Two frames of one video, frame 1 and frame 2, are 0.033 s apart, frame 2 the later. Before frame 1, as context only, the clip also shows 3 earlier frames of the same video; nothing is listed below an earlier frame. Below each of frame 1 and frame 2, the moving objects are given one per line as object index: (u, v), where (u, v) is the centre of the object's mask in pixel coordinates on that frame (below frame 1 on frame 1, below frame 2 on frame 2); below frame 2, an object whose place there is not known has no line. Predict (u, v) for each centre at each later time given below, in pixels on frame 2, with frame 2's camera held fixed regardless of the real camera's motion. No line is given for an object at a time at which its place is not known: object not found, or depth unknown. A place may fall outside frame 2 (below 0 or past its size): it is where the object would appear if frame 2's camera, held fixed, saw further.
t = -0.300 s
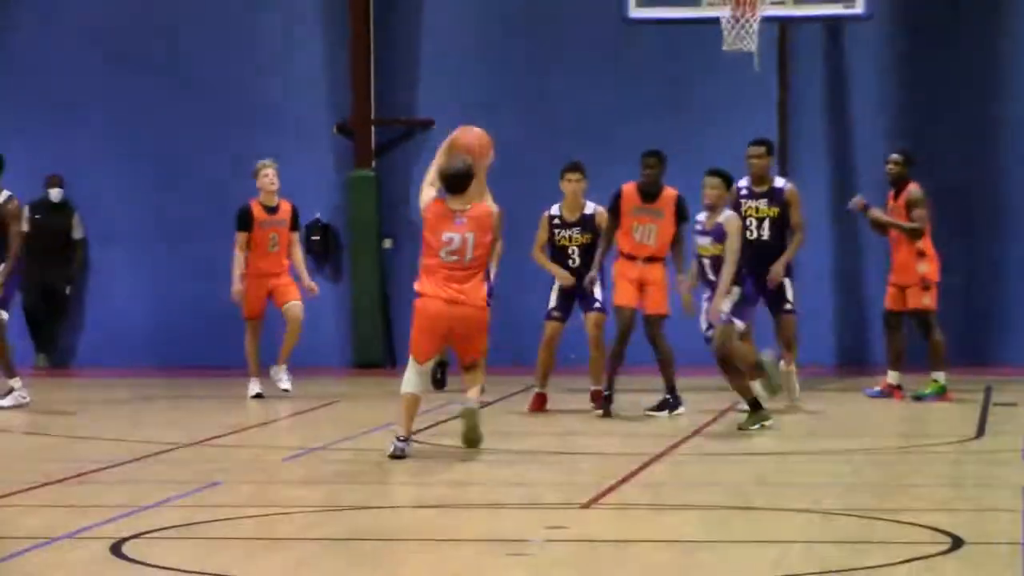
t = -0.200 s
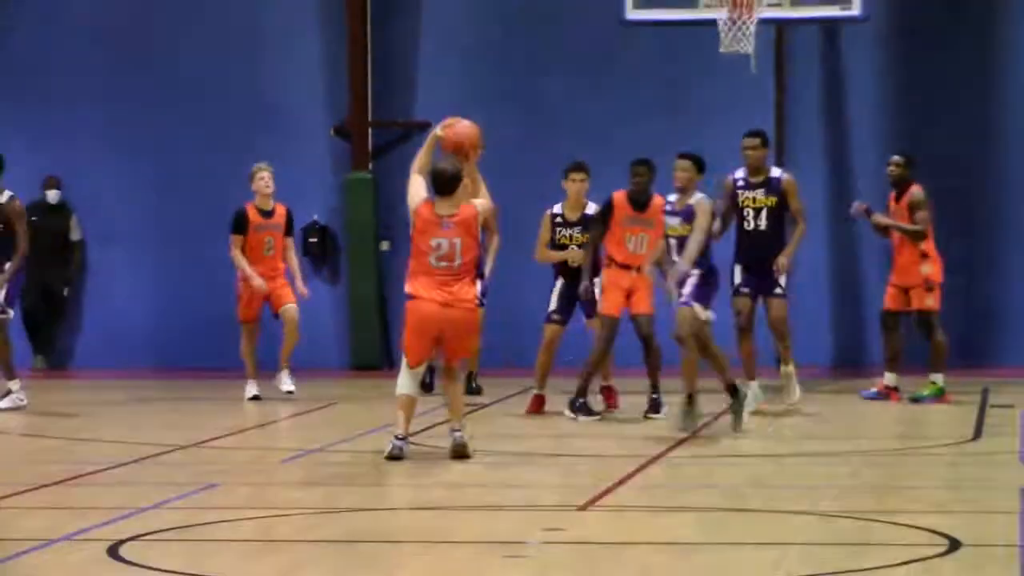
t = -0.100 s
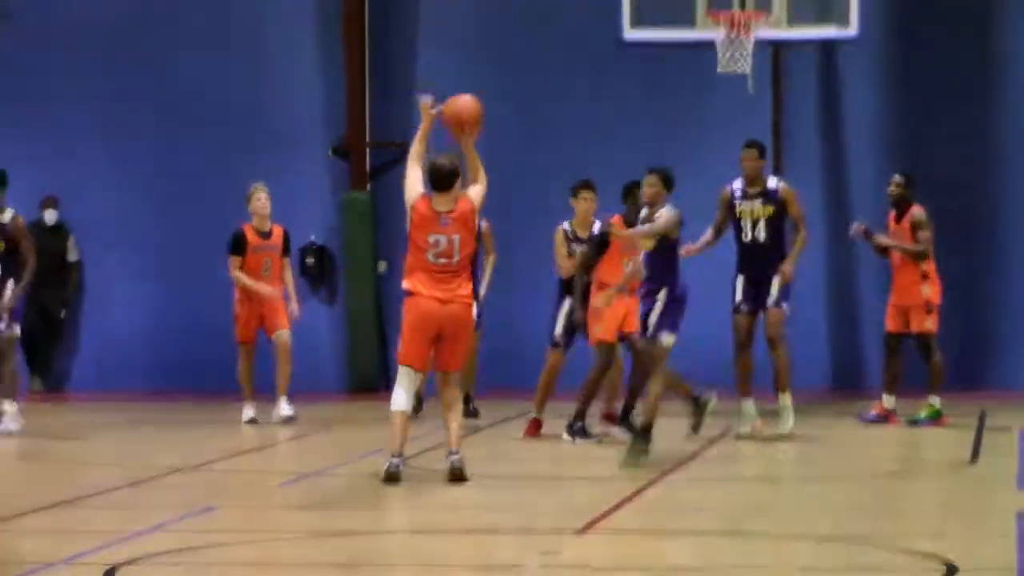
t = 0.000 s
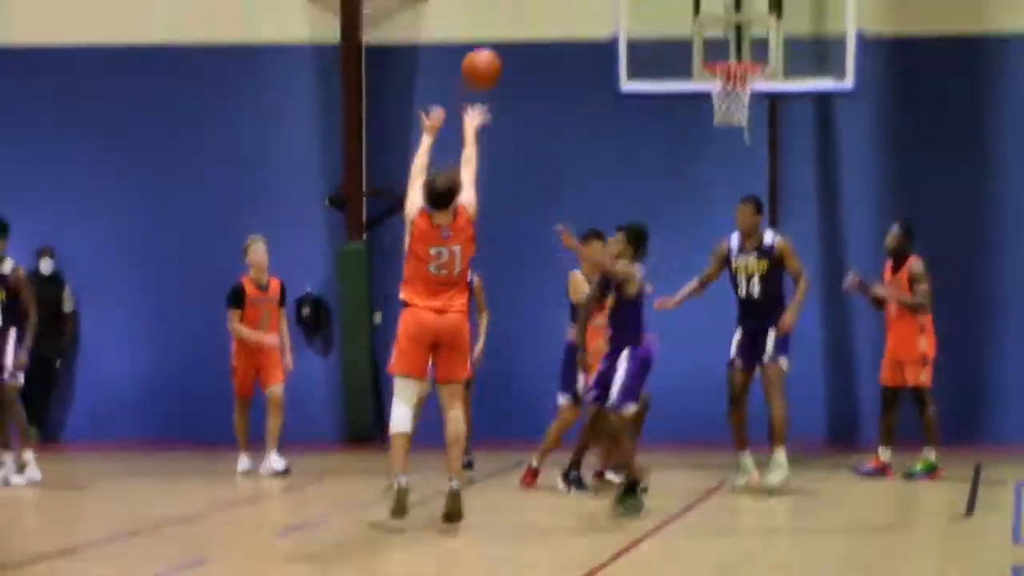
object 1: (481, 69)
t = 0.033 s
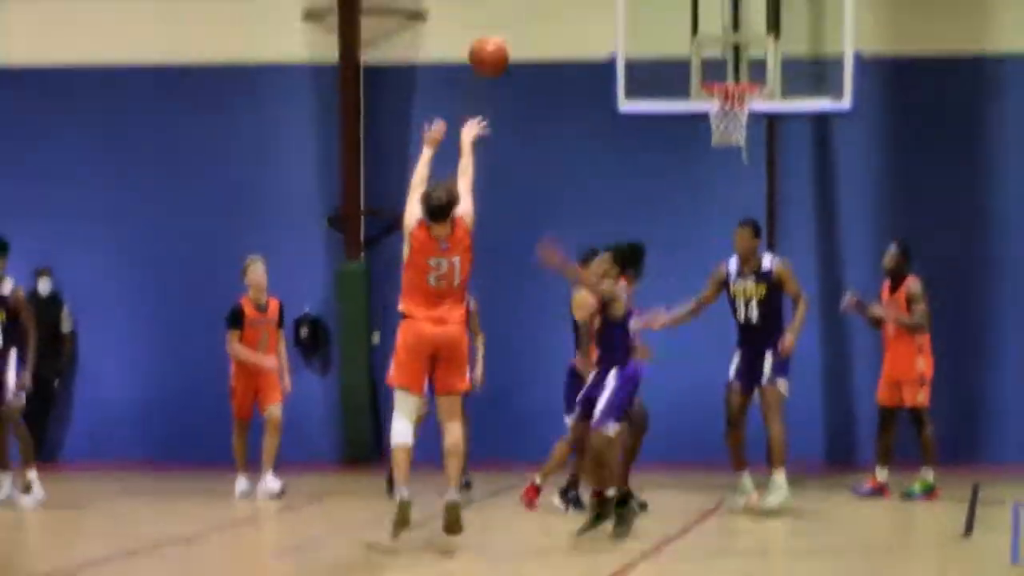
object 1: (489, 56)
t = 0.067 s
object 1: (496, 25)
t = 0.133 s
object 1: (512, -29)
